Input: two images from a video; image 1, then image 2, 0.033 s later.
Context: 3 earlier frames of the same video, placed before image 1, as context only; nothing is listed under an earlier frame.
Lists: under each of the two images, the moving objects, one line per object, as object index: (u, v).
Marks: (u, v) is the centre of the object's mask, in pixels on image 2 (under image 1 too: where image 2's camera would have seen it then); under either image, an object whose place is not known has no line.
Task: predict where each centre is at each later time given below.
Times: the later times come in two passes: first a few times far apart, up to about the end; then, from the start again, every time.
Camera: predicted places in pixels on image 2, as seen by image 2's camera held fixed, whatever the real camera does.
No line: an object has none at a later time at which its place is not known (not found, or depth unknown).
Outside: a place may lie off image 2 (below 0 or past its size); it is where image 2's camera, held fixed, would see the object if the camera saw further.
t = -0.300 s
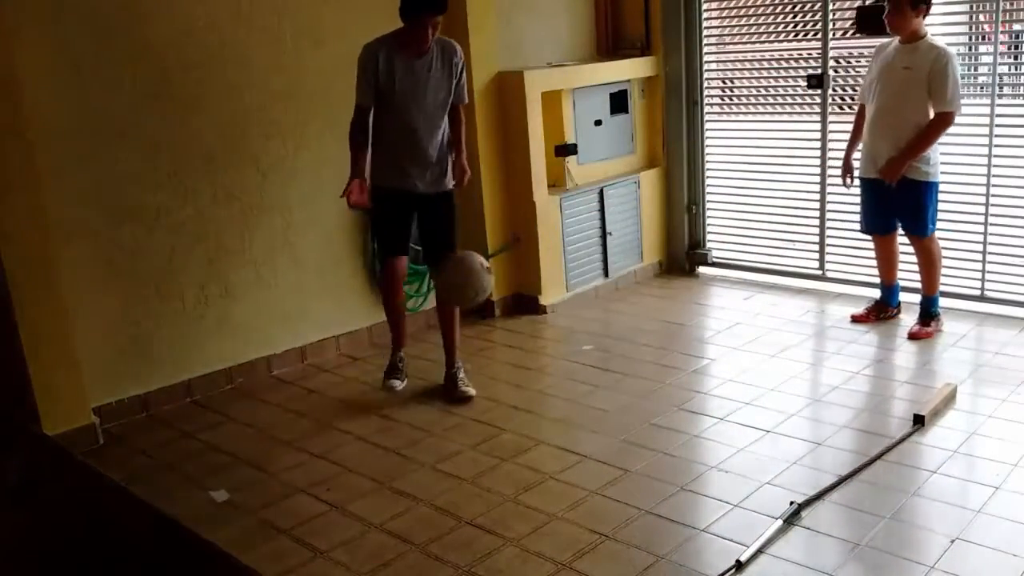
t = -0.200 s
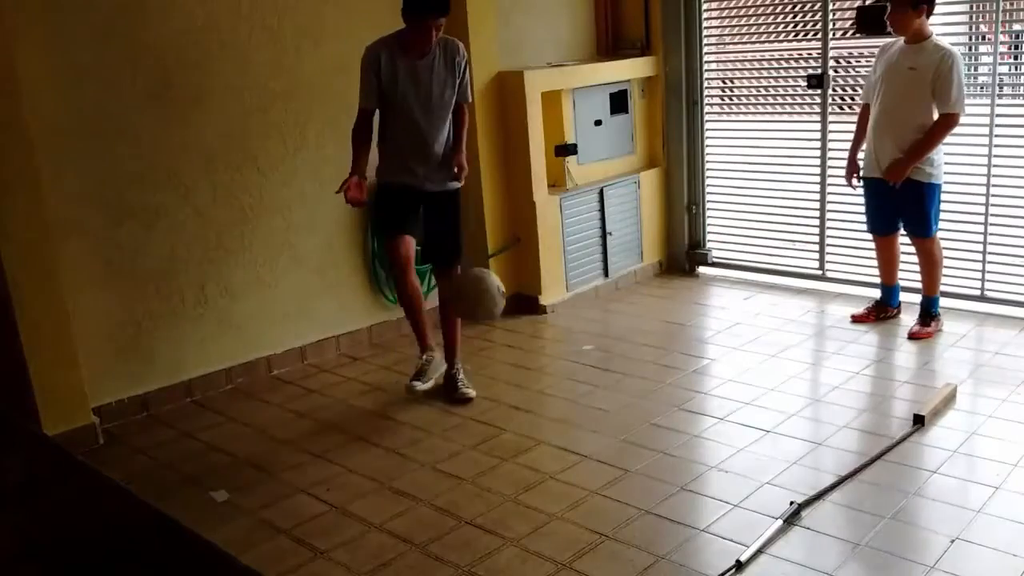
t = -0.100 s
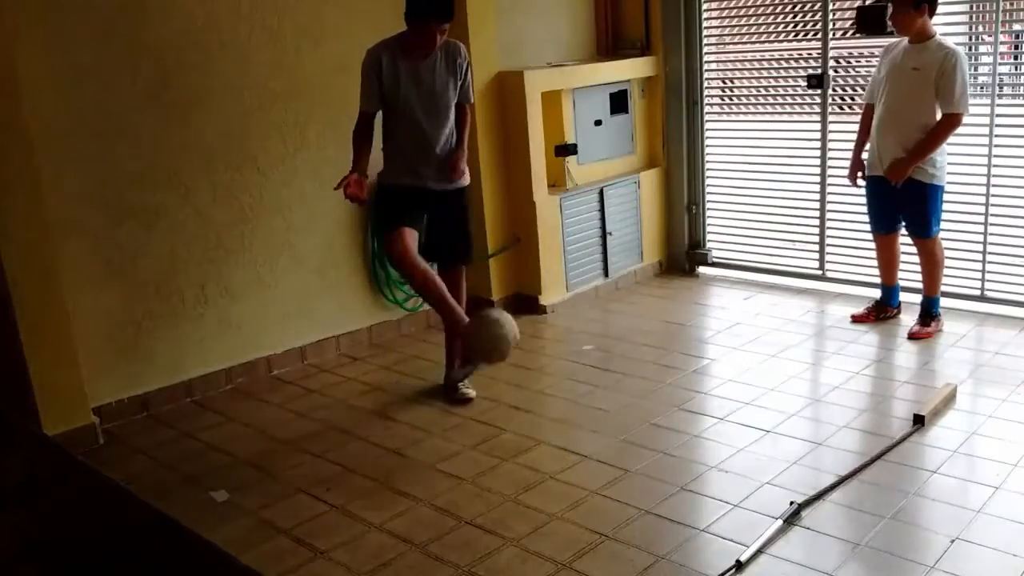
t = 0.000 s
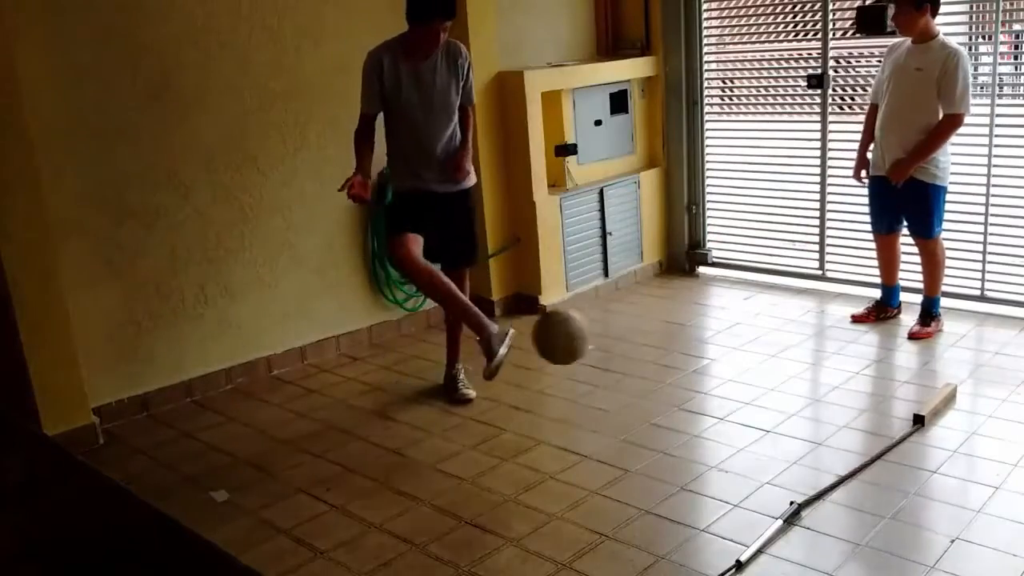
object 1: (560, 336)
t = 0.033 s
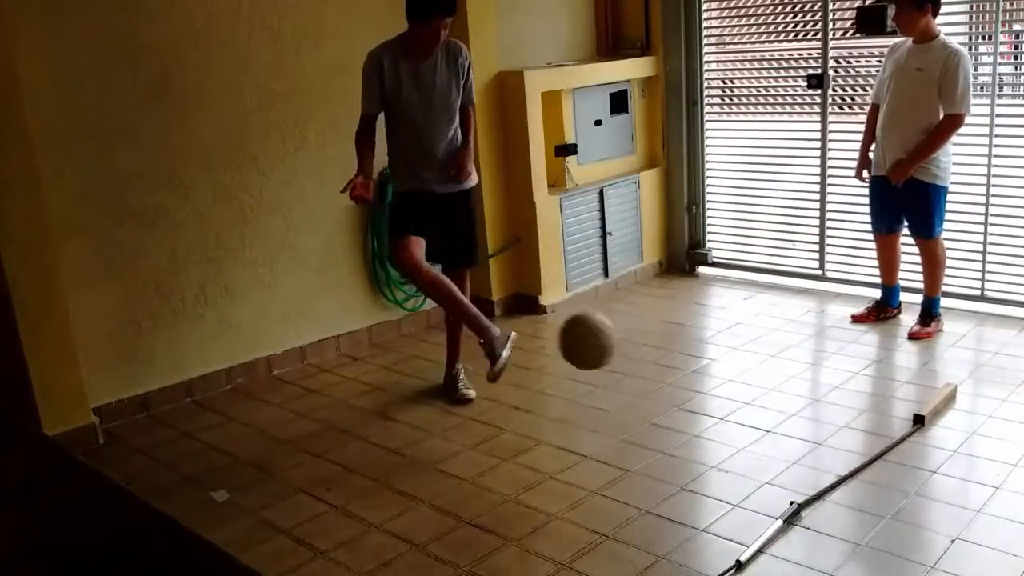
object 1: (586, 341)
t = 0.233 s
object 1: (772, 437)
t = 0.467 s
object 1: (920, 377)
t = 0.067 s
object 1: (615, 348)
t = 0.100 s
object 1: (643, 359)
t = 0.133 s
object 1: (674, 373)
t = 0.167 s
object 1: (705, 390)
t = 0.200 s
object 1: (738, 411)
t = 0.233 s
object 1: (772, 437)
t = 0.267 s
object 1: (805, 468)
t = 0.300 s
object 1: (824, 448)
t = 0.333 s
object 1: (842, 429)
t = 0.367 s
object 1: (861, 412)
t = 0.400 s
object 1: (880, 398)
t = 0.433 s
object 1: (899, 386)
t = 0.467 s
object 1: (920, 377)
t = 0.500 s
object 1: (940, 370)
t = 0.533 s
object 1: (960, 367)
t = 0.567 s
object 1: (981, 368)
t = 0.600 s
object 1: (995, 372)
